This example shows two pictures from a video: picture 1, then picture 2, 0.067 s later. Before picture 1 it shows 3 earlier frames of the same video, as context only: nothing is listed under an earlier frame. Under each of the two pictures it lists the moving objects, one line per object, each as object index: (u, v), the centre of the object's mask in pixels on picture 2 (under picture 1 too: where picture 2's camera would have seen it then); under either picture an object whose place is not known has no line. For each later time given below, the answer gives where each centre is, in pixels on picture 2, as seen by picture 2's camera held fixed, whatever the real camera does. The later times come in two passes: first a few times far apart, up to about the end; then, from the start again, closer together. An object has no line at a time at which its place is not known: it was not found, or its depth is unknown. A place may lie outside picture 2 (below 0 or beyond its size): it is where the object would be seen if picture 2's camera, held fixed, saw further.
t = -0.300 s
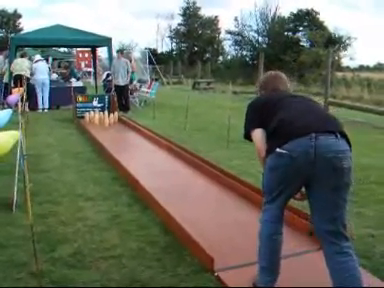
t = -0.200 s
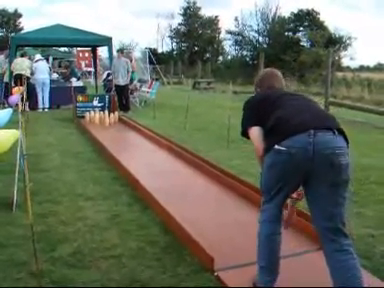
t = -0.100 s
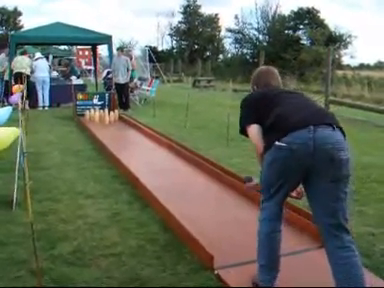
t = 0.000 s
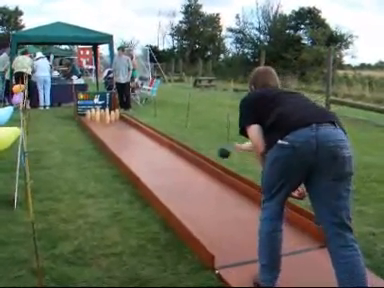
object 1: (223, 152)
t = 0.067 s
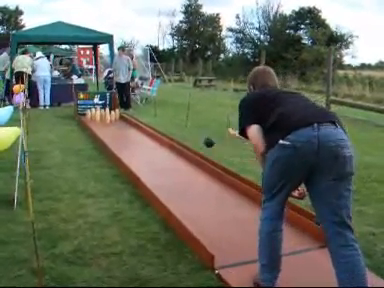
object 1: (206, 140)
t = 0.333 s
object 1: (166, 148)
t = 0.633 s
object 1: (139, 146)
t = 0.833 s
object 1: (129, 137)
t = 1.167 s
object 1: (116, 127)
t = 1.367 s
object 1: (110, 123)
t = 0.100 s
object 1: (200, 138)
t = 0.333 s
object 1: (166, 148)
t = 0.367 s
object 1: (161, 153)
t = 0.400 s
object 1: (158, 158)
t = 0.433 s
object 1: (154, 158)
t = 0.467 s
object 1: (152, 155)
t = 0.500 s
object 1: (149, 153)
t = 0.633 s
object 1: (139, 146)
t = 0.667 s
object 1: (138, 144)
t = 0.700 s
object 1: (135, 143)
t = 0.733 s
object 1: (134, 142)
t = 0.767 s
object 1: (132, 141)
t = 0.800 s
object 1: (130, 139)
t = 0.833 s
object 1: (129, 137)
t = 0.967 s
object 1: (123, 133)
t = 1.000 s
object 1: (122, 132)
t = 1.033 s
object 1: (120, 131)
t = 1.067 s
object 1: (119, 130)
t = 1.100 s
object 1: (118, 129)
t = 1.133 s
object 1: (117, 128)
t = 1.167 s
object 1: (116, 127)
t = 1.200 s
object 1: (115, 126)
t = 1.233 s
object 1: (114, 126)
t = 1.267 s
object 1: (113, 125)
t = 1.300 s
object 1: (112, 124)
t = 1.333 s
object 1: (111, 123)
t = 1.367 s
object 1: (110, 123)
